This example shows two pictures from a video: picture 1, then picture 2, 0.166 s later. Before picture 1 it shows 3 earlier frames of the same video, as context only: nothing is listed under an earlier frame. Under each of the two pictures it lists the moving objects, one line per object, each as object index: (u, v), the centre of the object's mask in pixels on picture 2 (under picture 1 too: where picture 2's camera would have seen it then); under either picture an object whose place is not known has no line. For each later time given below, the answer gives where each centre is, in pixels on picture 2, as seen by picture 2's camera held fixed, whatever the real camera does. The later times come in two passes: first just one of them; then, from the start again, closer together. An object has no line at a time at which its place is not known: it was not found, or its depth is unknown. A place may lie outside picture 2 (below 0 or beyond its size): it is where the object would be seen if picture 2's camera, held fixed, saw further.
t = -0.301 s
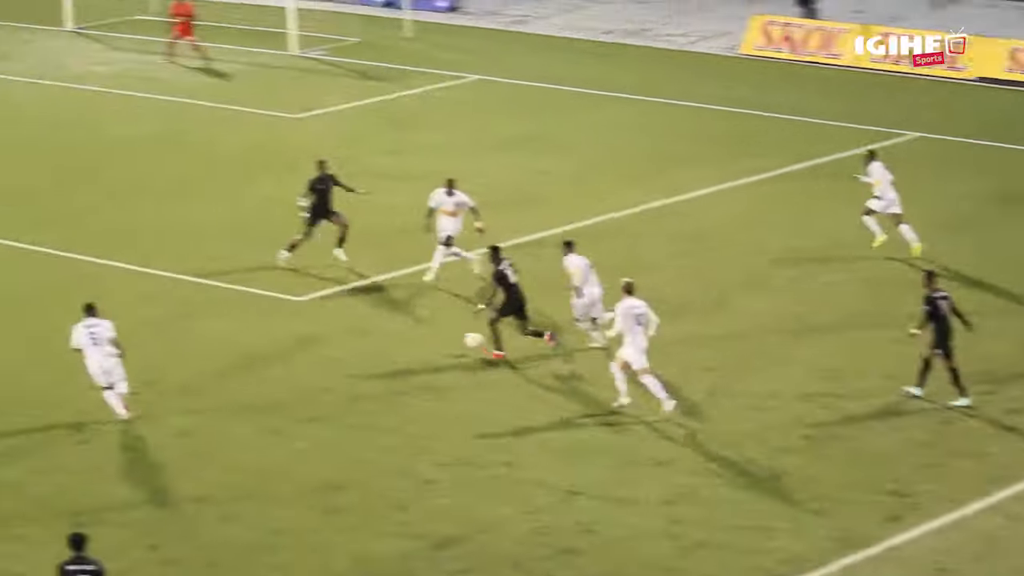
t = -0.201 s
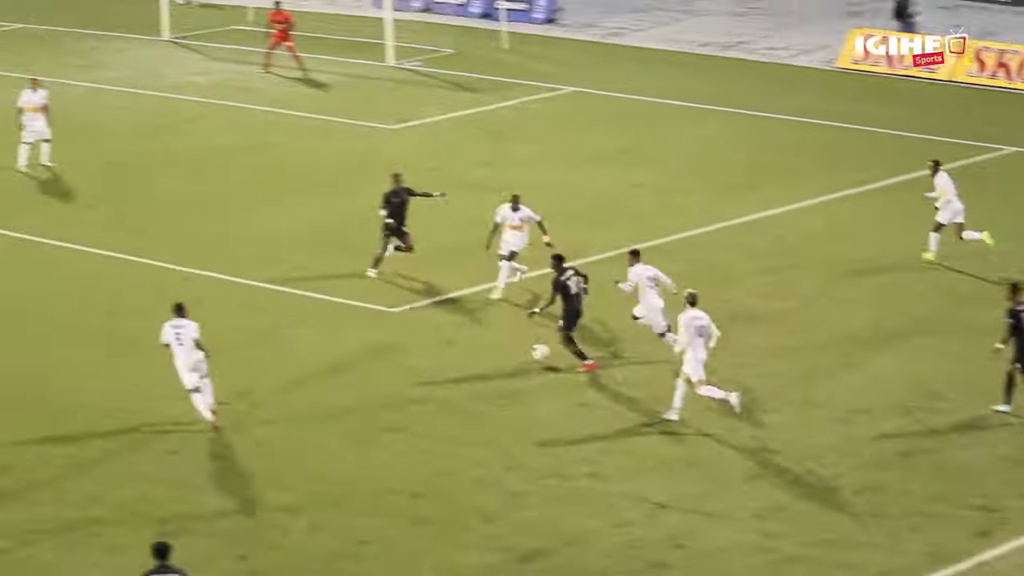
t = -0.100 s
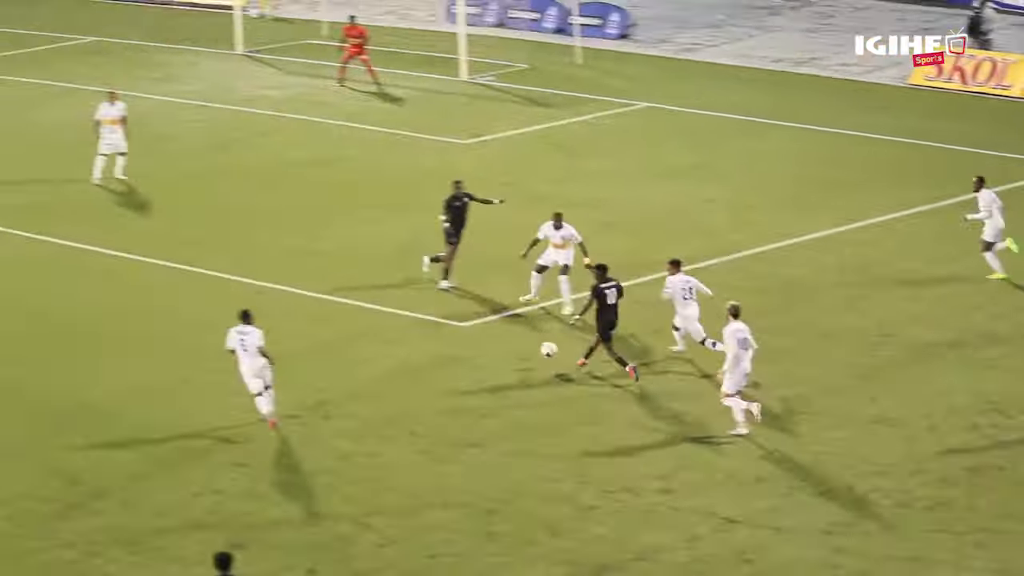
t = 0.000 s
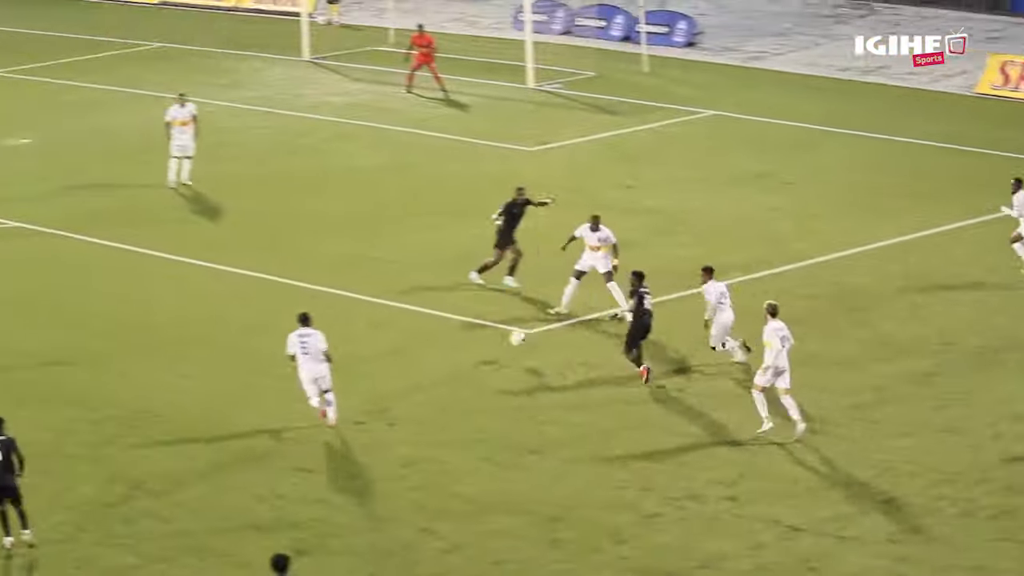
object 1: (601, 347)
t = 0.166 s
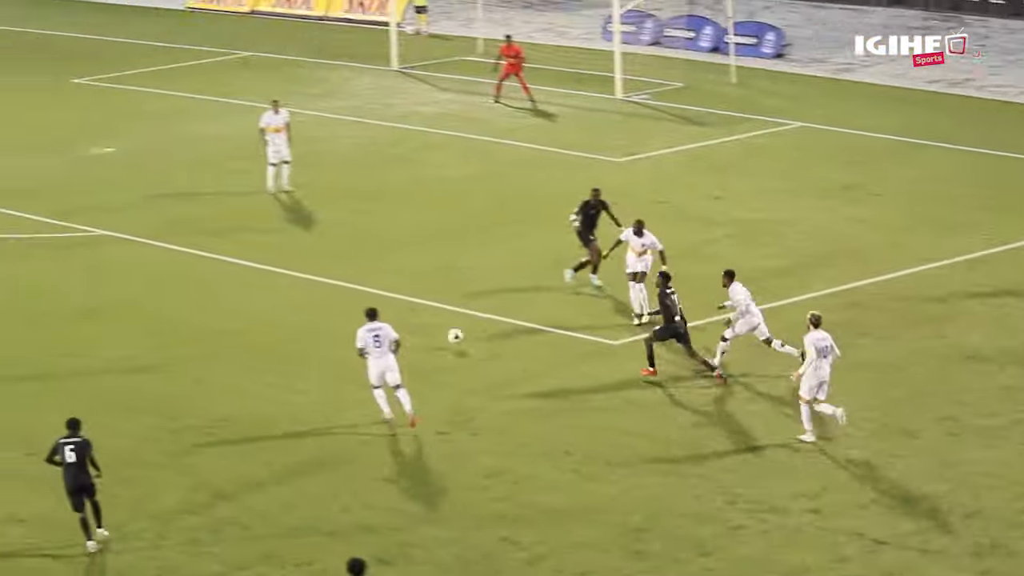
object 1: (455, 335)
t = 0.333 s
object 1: (327, 315)
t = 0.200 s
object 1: (427, 336)
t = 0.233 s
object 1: (401, 333)
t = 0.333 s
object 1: (327, 315)
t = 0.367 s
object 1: (302, 312)
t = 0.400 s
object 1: (278, 309)
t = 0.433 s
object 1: (254, 307)
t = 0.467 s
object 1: (232, 306)
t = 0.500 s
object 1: (209, 306)
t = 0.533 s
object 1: (187, 307)
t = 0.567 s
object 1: (166, 306)
